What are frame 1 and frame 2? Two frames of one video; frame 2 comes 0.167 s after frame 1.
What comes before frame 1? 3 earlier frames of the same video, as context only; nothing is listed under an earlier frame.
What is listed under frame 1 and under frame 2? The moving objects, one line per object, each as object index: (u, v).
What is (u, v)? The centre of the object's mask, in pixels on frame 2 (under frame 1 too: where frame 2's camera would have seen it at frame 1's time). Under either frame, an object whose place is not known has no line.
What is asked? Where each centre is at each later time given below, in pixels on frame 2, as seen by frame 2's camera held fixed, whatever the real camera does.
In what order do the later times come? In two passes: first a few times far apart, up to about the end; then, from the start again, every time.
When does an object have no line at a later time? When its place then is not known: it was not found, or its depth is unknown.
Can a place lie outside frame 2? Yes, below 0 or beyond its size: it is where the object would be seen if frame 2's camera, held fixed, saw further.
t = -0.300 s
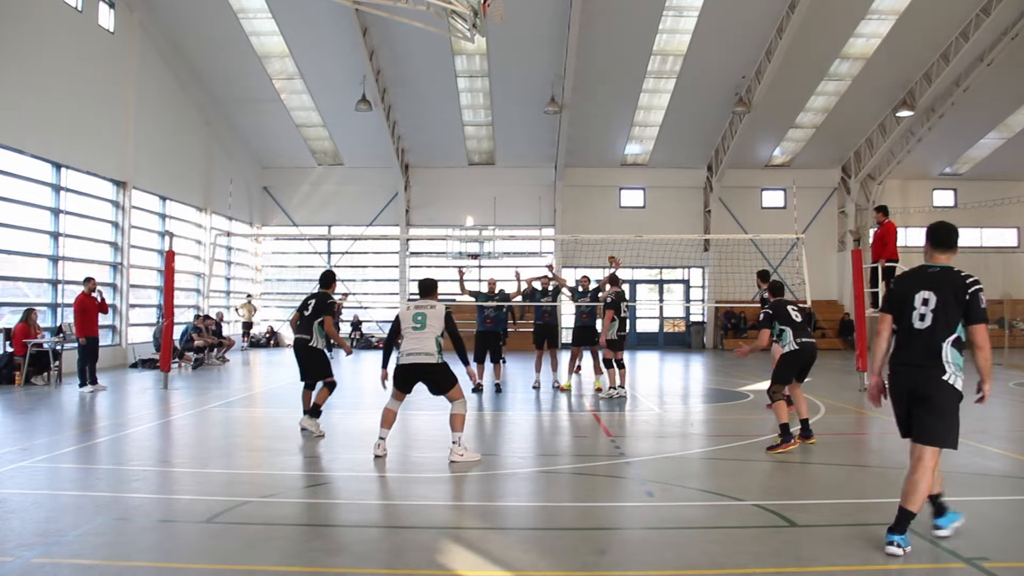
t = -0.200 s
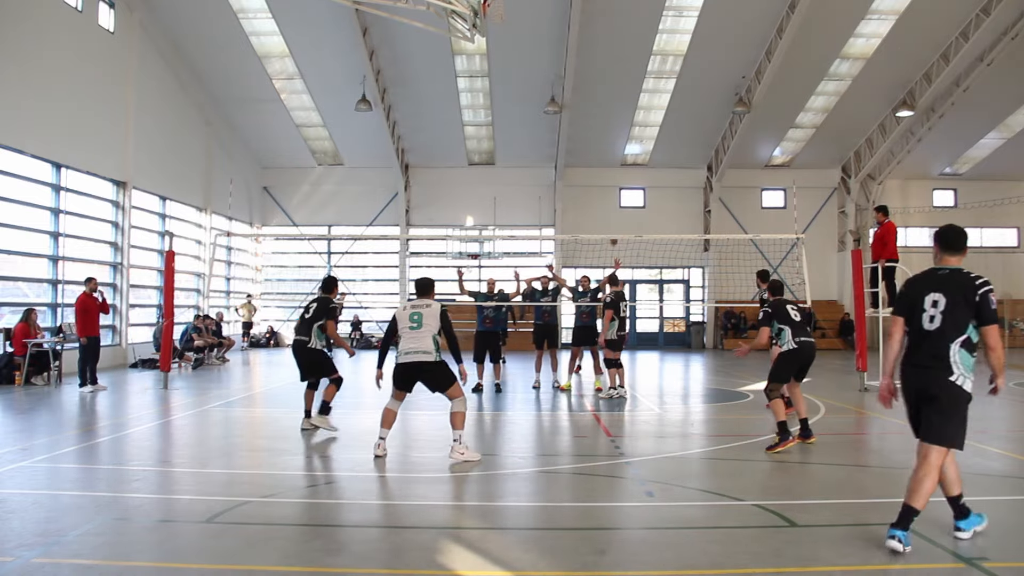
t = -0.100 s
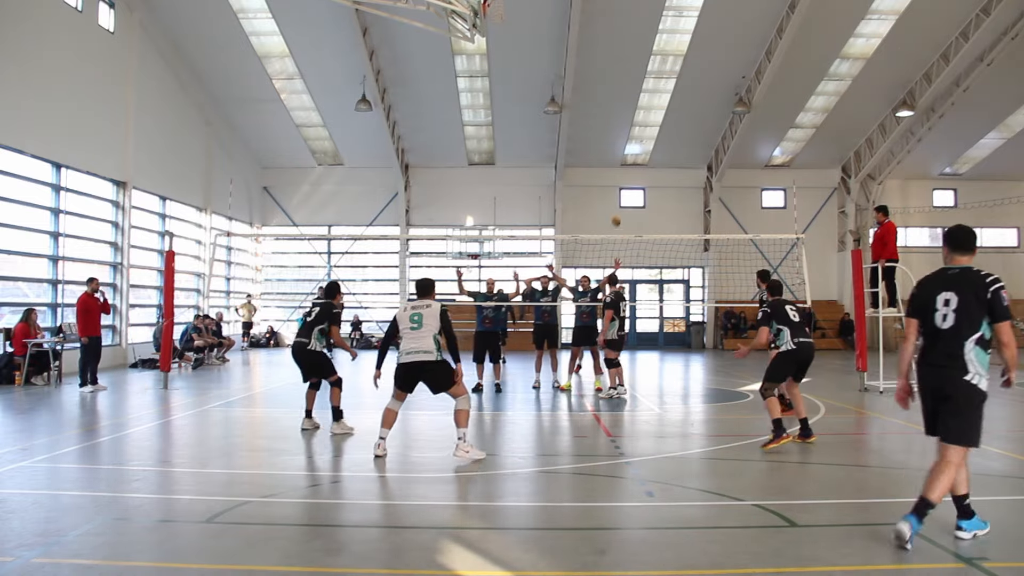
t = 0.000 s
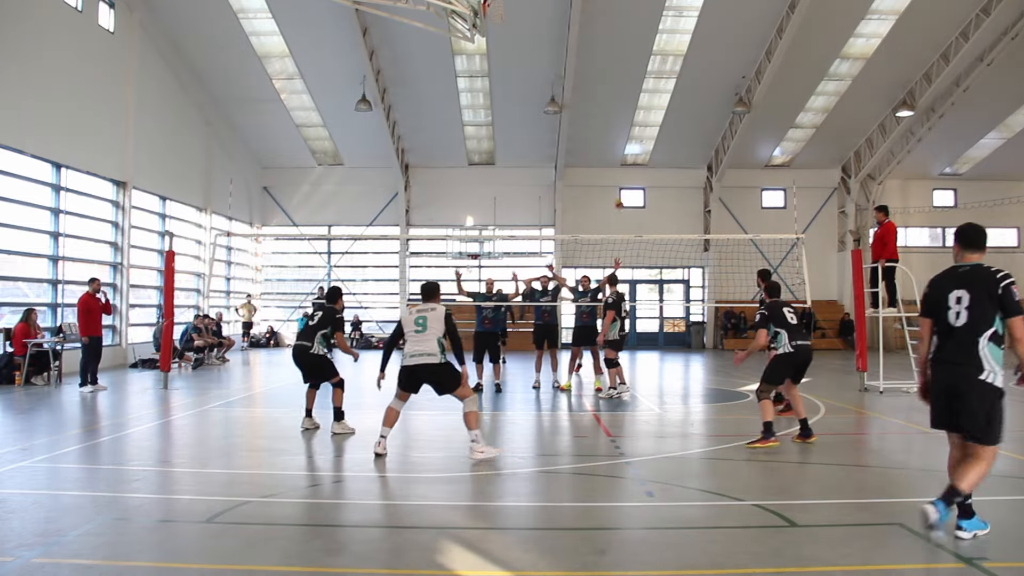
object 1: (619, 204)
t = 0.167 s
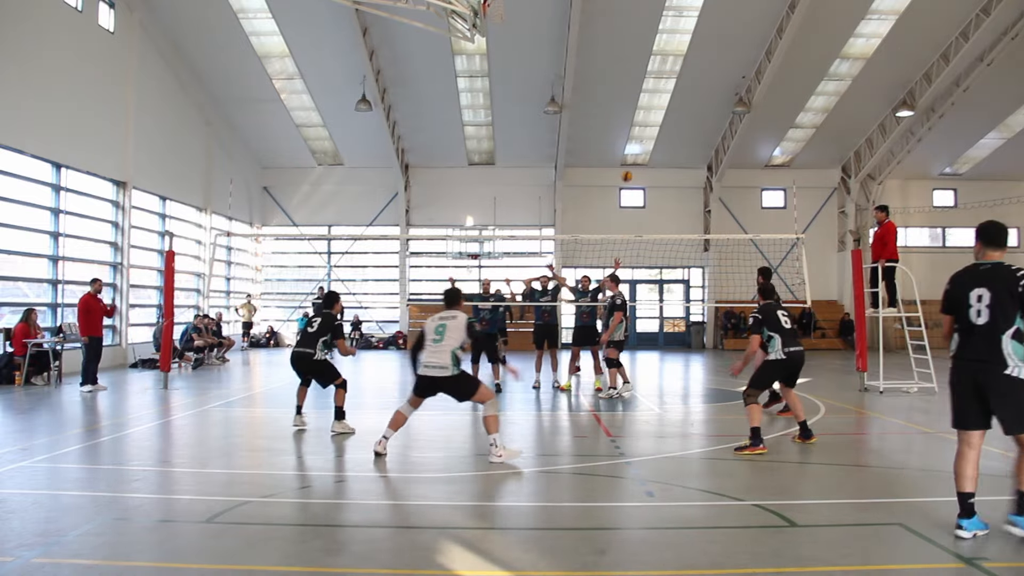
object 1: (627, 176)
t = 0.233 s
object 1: (629, 168)
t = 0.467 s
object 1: (639, 162)
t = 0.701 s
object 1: (654, 205)
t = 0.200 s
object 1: (628, 172)
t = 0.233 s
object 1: (629, 168)
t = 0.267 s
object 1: (630, 165)
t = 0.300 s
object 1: (632, 163)
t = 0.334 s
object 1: (633, 161)
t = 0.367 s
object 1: (634, 160)
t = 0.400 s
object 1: (636, 160)
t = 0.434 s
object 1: (637, 160)
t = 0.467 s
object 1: (639, 162)
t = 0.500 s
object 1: (640, 164)
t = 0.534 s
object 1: (642, 168)
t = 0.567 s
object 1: (643, 172)
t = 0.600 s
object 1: (645, 177)
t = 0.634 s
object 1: (648, 184)
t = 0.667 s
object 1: (651, 193)
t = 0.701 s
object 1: (654, 205)
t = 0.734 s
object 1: (657, 217)
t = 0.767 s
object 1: (660, 232)
